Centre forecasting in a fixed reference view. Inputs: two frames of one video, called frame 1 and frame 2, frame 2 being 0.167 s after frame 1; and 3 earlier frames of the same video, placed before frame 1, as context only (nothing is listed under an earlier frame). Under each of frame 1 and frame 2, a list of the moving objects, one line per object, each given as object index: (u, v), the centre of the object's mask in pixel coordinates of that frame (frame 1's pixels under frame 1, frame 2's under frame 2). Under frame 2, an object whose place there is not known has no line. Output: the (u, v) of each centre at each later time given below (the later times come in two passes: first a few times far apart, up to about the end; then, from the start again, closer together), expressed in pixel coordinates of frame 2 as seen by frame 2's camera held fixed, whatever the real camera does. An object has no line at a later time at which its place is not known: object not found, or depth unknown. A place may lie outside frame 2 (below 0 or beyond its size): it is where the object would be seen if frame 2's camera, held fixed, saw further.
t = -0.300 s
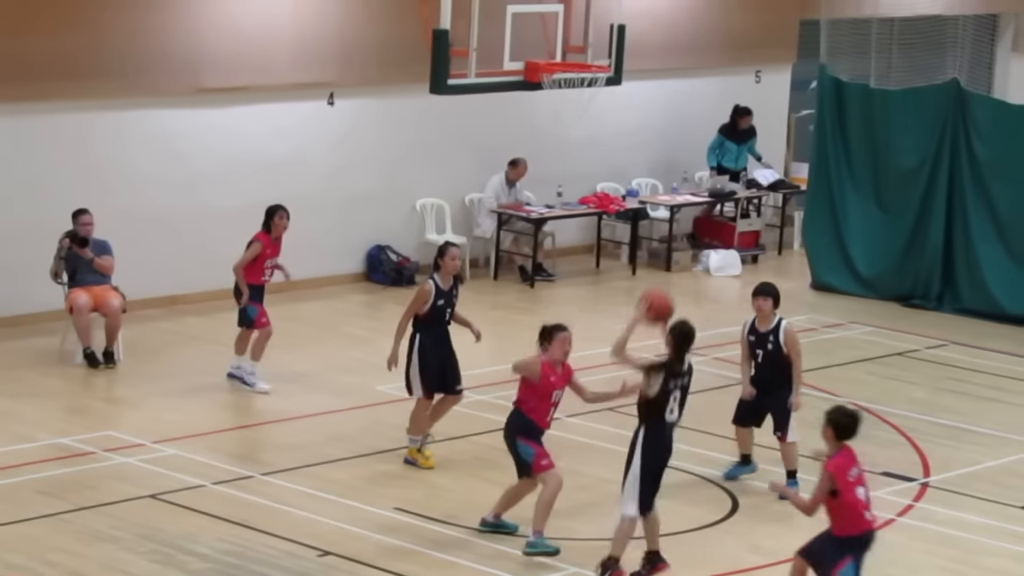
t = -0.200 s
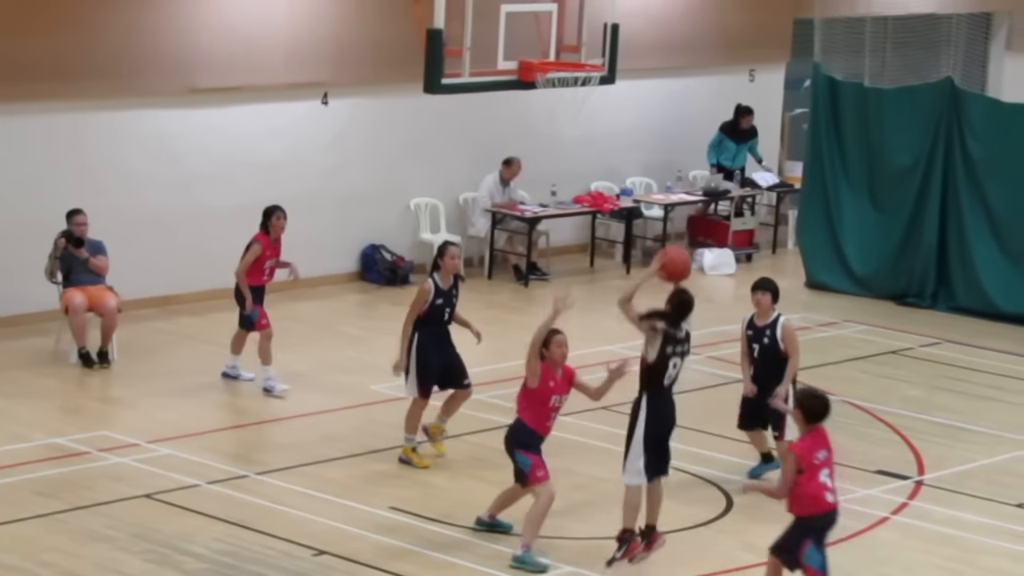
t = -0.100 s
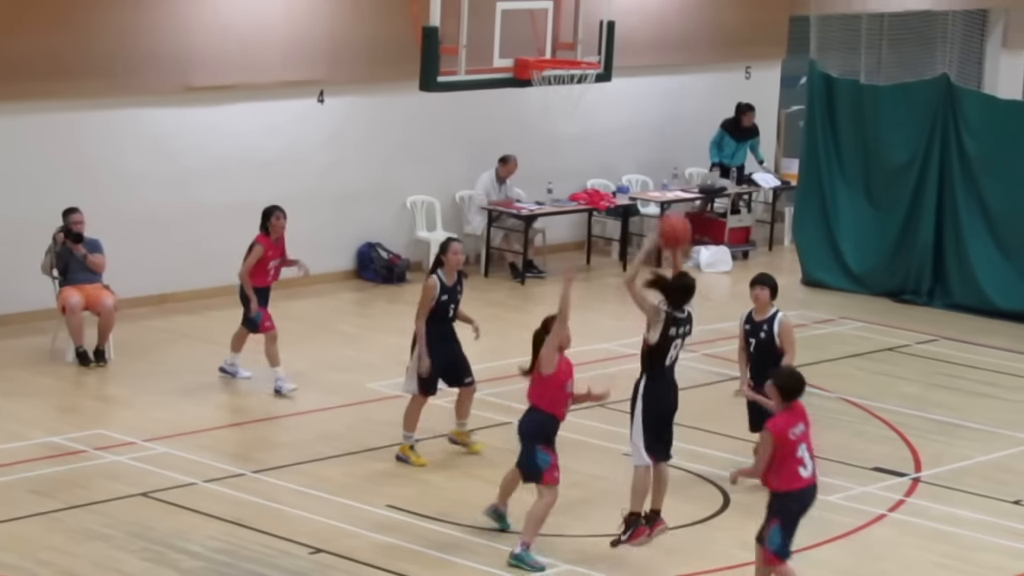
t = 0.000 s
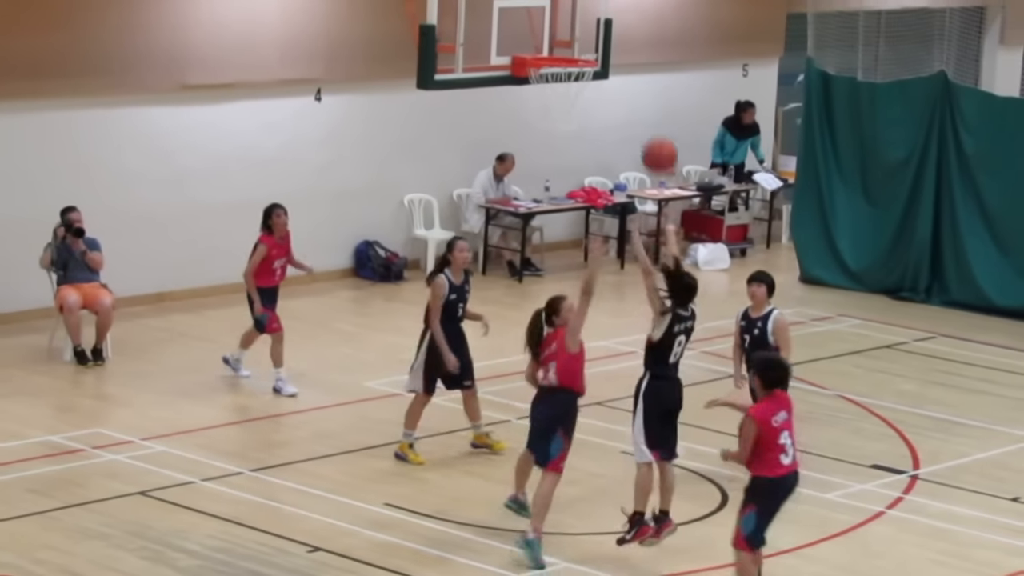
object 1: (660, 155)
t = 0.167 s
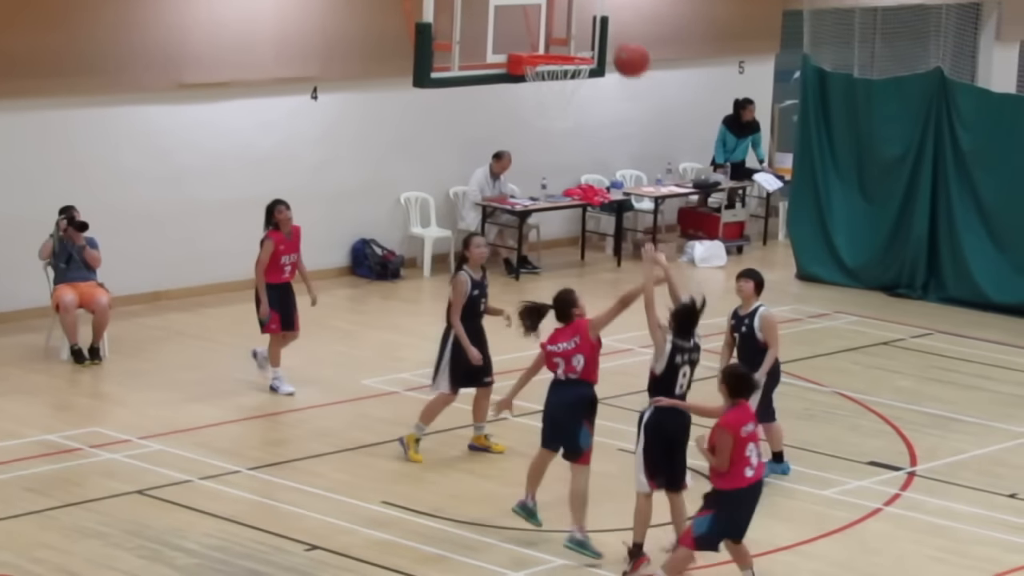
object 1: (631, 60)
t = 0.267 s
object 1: (617, 25)
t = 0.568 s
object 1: (570, 13)
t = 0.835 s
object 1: (558, 103)
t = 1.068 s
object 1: (586, 249)
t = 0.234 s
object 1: (622, 35)
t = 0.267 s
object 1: (617, 25)
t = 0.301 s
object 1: (611, 17)
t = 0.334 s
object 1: (606, 14)
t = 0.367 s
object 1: (601, 11)
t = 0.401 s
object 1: (596, 10)
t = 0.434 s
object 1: (591, 9)
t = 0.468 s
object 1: (586, 8)
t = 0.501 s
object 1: (581, 9)
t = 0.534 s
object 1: (576, 10)
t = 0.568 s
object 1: (570, 13)
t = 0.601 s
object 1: (565, 19)
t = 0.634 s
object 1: (560, 27)
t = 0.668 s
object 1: (555, 37)
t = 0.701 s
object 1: (550, 45)
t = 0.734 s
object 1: (546, 51)
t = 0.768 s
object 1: (549, 78)
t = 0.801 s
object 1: (553, 86)
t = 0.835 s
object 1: (558, 103)
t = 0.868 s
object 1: (562, 119)
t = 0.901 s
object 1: (566, 137)
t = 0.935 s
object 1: (570, 156)
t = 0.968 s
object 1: (574, 176)
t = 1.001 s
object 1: (578, 198)
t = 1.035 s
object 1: (582, 224)
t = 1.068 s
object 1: (586, 249)
